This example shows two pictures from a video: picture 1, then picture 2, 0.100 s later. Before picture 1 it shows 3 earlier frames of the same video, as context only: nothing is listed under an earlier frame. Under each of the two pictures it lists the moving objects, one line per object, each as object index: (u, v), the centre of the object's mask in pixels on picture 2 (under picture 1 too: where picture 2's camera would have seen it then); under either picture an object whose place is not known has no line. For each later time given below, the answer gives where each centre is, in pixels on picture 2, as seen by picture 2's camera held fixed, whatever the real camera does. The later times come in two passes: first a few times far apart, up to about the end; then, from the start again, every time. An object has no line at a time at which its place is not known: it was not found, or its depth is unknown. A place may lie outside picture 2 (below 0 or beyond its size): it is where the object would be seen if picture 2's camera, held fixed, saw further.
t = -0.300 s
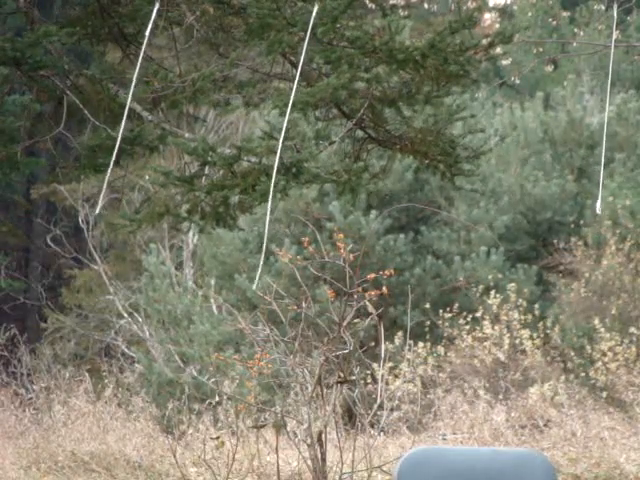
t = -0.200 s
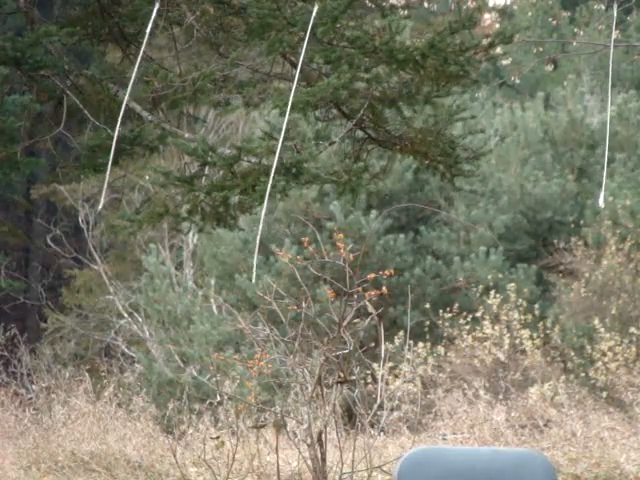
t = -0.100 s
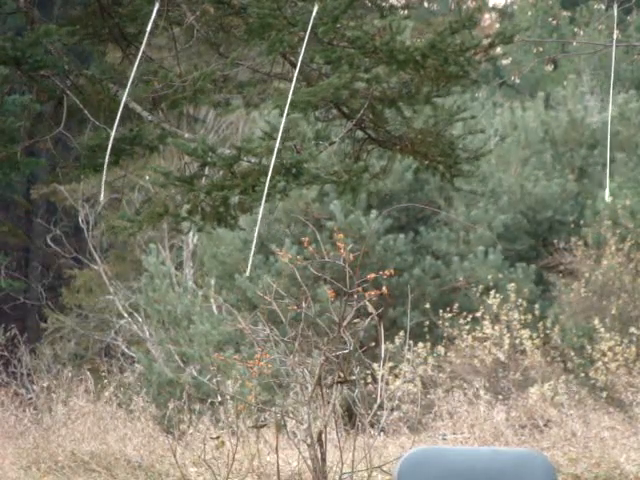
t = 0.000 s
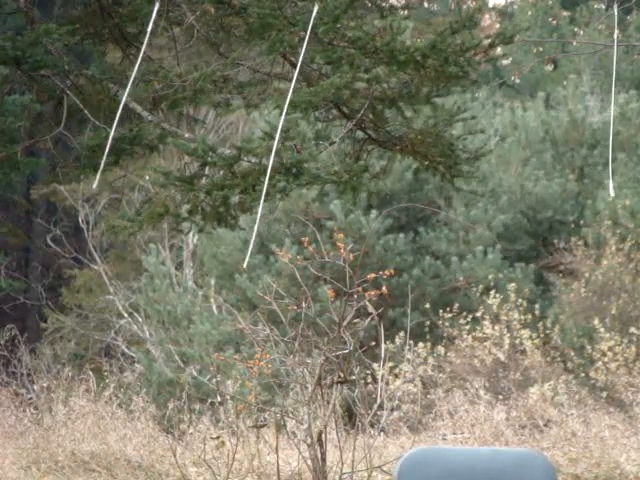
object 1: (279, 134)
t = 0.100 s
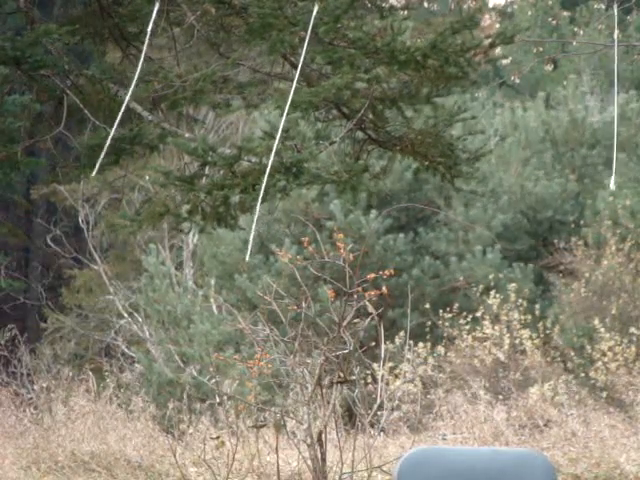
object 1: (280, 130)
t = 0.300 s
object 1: (286, 122)
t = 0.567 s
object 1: (297, 113)
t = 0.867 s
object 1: (304, 122)
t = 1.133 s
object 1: (302, 114)
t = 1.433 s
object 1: (298, 124)
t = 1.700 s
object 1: (298, 118)
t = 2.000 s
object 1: (311, 116)
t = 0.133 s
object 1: (281, 129)
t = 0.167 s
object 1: (281, 128)
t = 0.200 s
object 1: (282, 127)
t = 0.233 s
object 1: (283, 125)
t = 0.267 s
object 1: (284, 124)
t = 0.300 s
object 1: (286, 122)
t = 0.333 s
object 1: (288, 120)
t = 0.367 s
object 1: (289, 119)
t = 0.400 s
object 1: (291, 118)
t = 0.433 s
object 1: (292, 117)
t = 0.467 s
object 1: (294, 116)
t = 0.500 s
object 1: (295, 115)
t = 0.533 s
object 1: (297, 112)
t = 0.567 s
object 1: (297, 113)
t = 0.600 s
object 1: (299, 113)
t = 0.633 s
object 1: (300, 114)
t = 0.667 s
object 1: (300, 115)
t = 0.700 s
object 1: (301, 118)
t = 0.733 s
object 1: (302, 119)
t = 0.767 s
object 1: (302, 120)
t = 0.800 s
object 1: (303, 122)
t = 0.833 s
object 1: (303, 120)
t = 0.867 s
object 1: (304, 122)
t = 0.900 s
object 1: (304, 122)
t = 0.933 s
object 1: (304, 122)
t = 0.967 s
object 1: (305, 120)
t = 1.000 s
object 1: (305, 119)
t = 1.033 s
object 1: (304, 118)
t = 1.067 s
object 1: (304, 117)
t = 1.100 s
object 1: (303, 116)
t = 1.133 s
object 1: (302, 114)
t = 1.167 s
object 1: (301, 114)
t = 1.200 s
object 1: (300, 115)
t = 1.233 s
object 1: (300, 116)
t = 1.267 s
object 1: (300, 118)
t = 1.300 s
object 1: (300, 119)
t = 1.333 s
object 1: (299, 121)
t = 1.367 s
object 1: (299, 120)
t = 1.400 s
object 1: (299, 124)
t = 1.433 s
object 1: (298, 124)
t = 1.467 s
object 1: (298, 125)
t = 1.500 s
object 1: (297, 125)
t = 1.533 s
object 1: (297, 123)
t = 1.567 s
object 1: (297, 122)
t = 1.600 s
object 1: (297, 120)
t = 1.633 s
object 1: (297, 119)
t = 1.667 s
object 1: (297, 118)
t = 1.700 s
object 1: (298, 118)
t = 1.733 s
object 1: (299, 120)
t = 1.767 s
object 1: (301, 119)
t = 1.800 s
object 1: (303, 120)
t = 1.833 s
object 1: (304, 122)
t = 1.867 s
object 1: (306, 122)
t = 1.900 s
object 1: (307, 122)
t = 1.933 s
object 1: (308, 120)
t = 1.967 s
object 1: (310, 119)
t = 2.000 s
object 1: (311, 116)
